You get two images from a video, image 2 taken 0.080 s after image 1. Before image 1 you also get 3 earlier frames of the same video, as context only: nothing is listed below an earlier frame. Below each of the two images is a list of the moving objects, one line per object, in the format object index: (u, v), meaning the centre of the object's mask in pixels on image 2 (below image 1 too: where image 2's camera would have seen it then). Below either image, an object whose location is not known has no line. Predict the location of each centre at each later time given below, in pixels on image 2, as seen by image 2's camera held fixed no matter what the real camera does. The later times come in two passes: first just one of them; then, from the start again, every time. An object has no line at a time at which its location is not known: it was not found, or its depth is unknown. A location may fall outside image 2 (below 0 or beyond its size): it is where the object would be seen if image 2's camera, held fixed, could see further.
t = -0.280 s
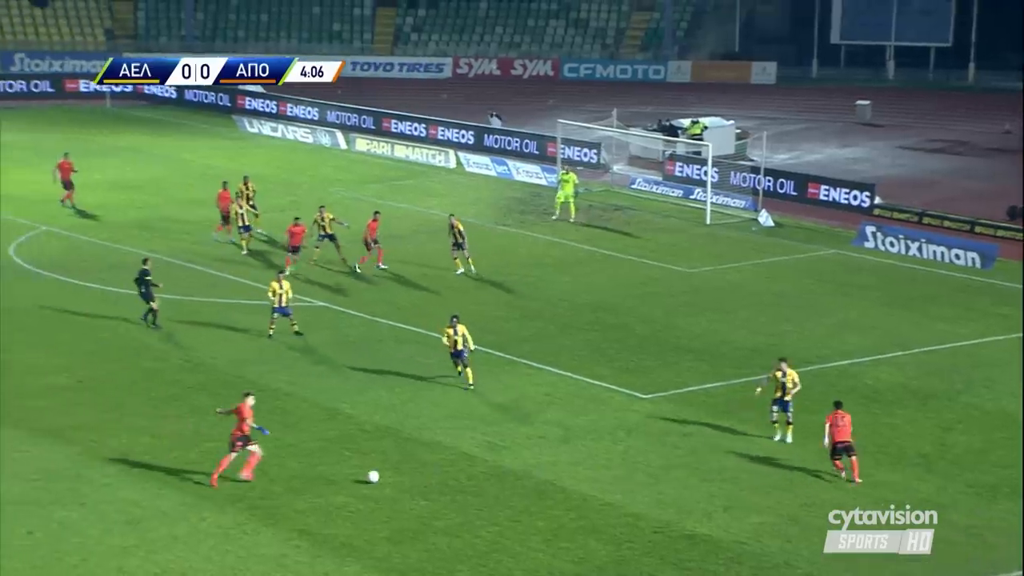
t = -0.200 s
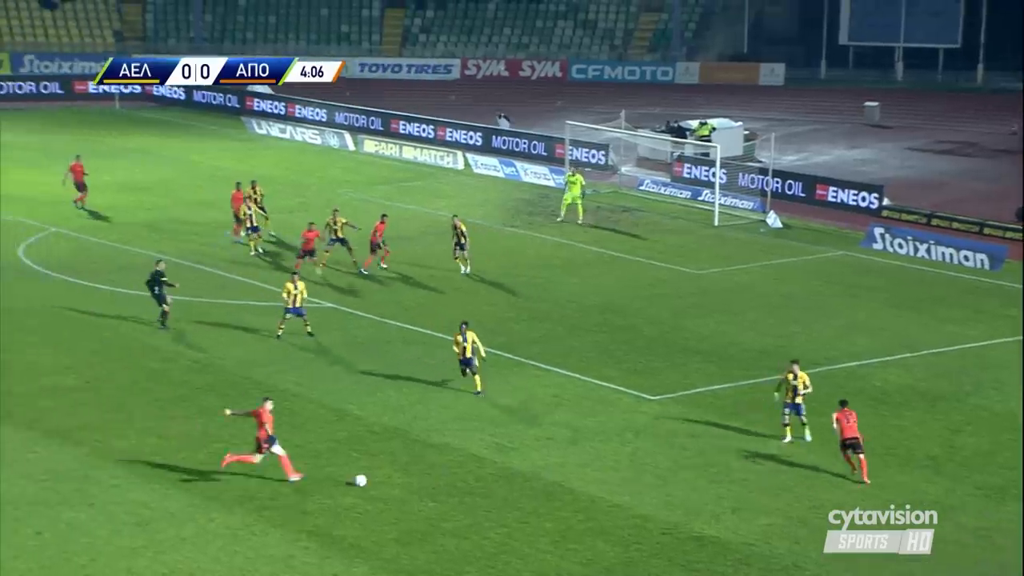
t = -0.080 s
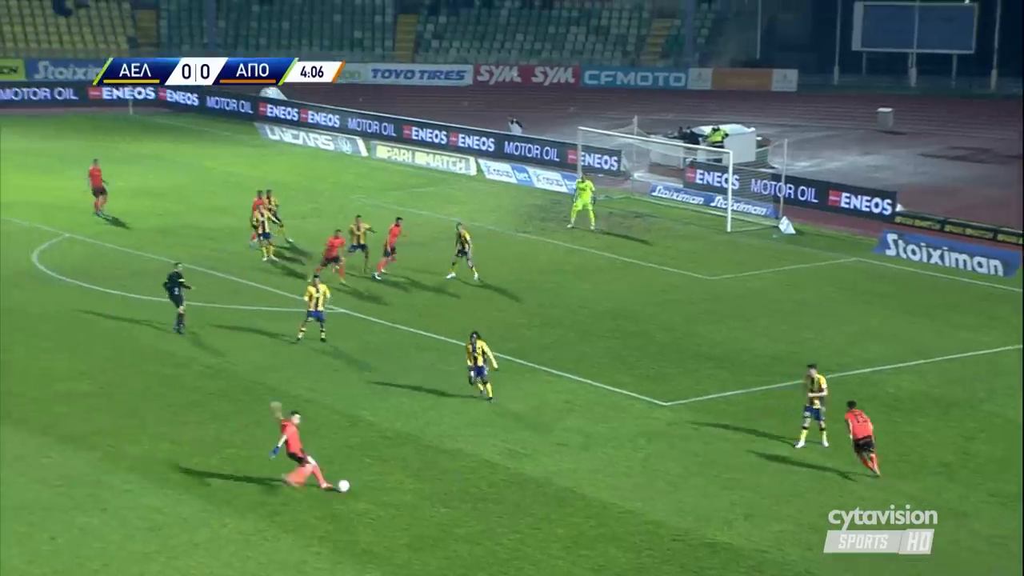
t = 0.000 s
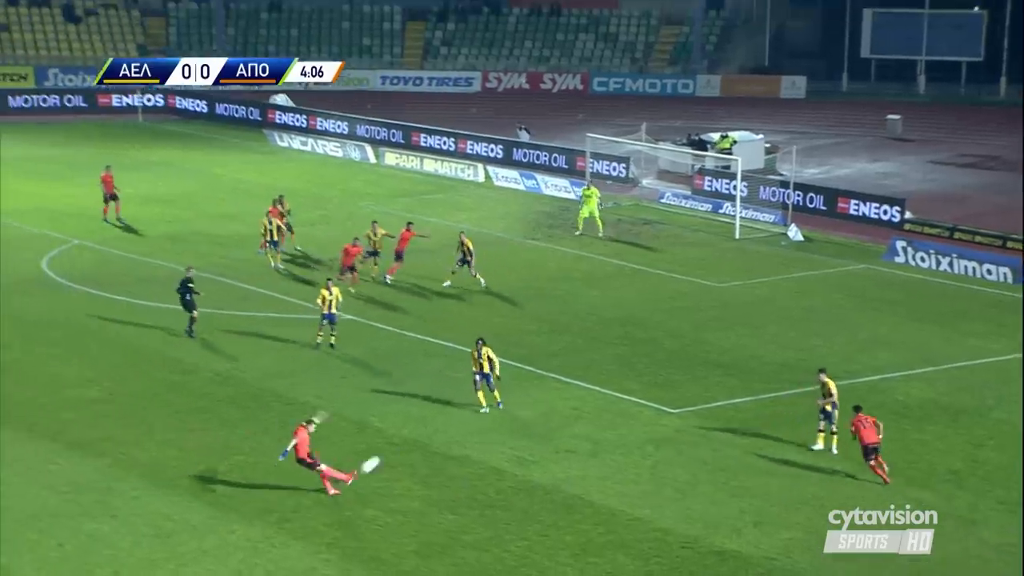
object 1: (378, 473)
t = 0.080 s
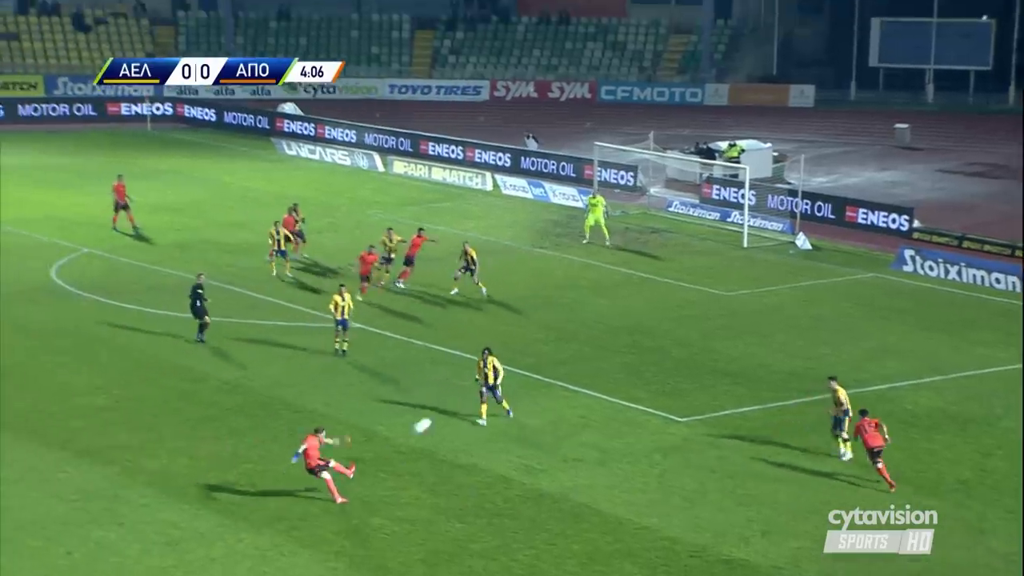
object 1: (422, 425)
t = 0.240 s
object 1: (490, 351)
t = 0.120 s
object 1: (441, 405)
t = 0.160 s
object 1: (459, 385)
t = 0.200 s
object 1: (474, 369)
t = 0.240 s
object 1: (490, 351)
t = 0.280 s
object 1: (504, 337)
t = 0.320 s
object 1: (516, 324)
